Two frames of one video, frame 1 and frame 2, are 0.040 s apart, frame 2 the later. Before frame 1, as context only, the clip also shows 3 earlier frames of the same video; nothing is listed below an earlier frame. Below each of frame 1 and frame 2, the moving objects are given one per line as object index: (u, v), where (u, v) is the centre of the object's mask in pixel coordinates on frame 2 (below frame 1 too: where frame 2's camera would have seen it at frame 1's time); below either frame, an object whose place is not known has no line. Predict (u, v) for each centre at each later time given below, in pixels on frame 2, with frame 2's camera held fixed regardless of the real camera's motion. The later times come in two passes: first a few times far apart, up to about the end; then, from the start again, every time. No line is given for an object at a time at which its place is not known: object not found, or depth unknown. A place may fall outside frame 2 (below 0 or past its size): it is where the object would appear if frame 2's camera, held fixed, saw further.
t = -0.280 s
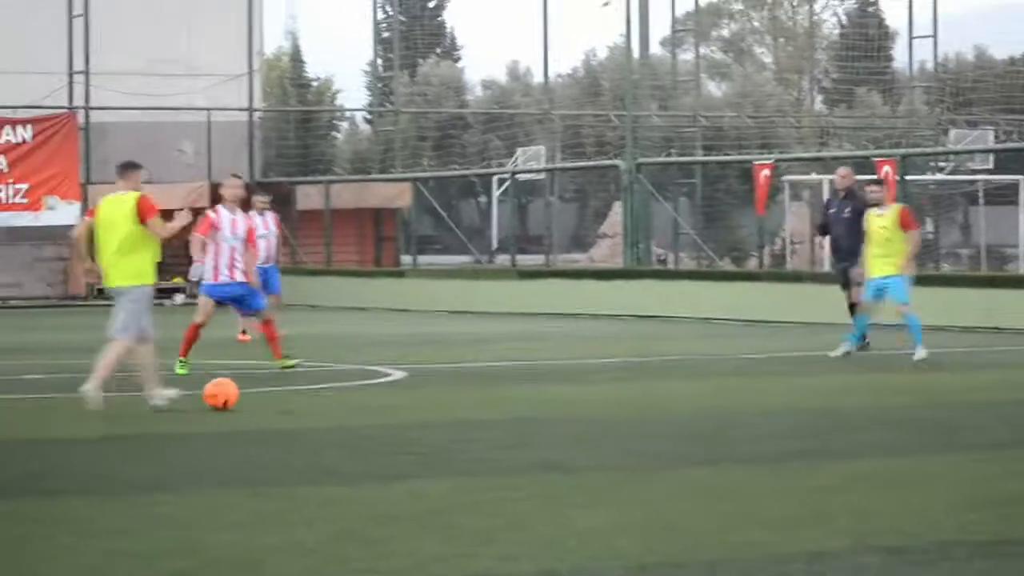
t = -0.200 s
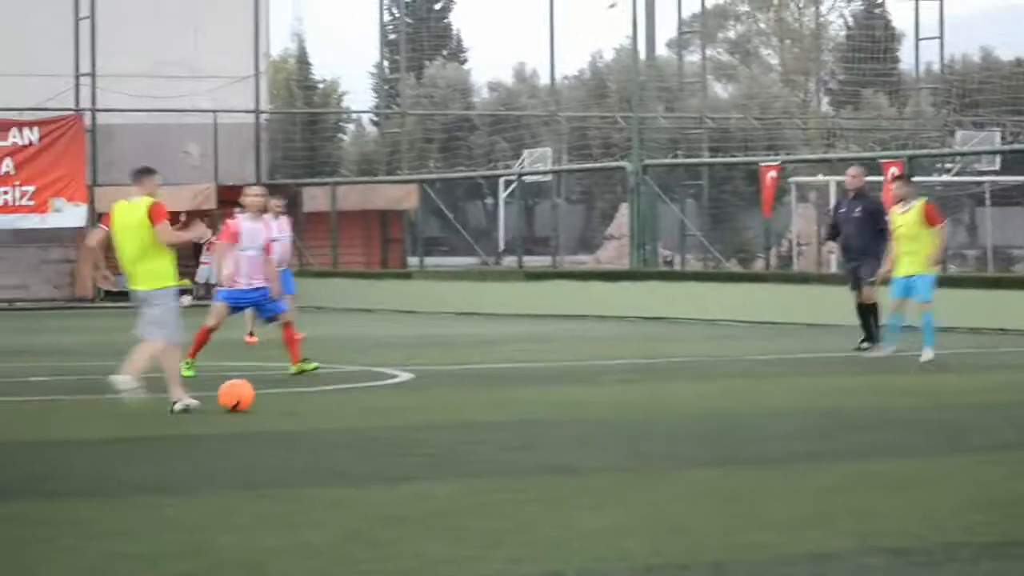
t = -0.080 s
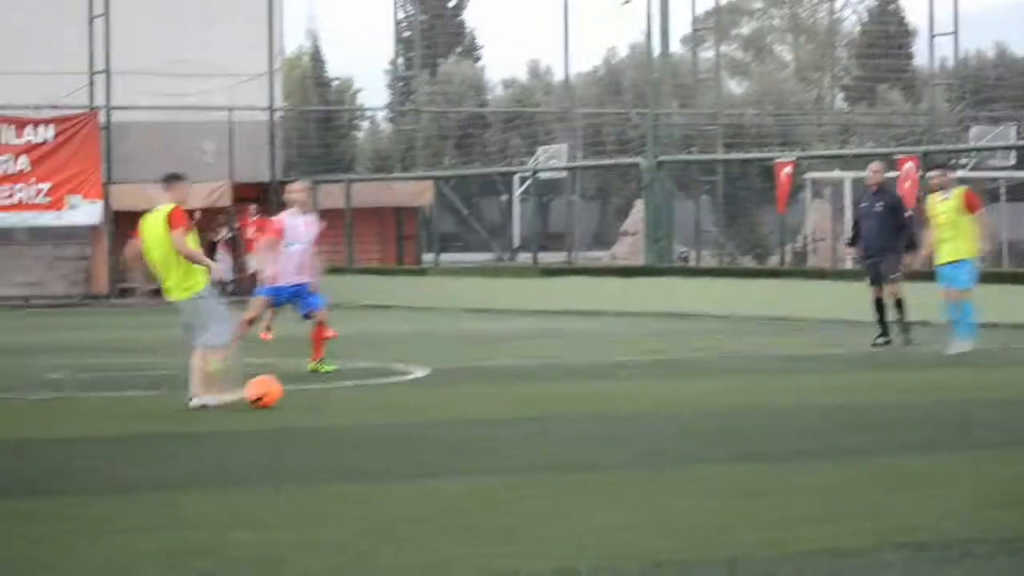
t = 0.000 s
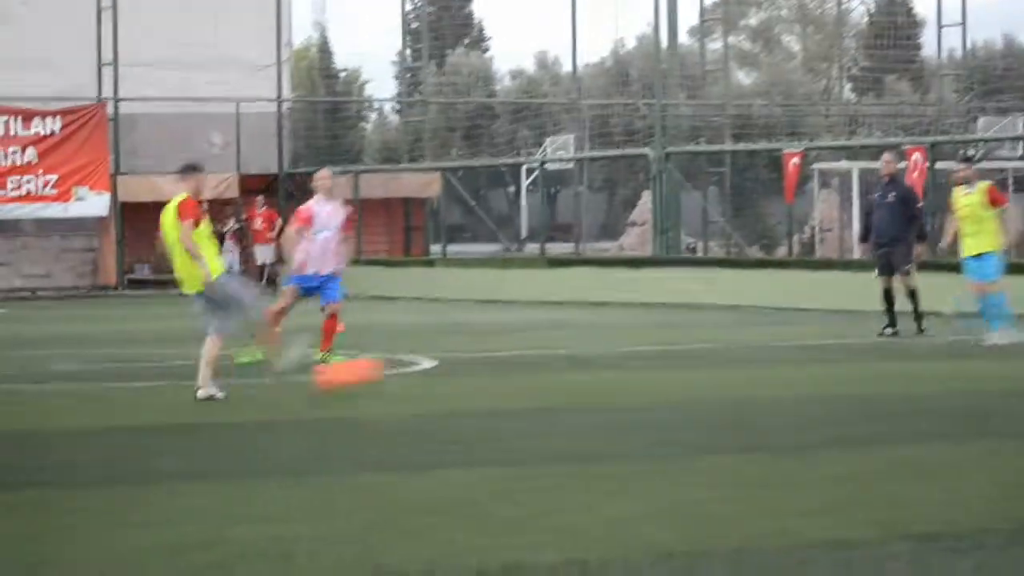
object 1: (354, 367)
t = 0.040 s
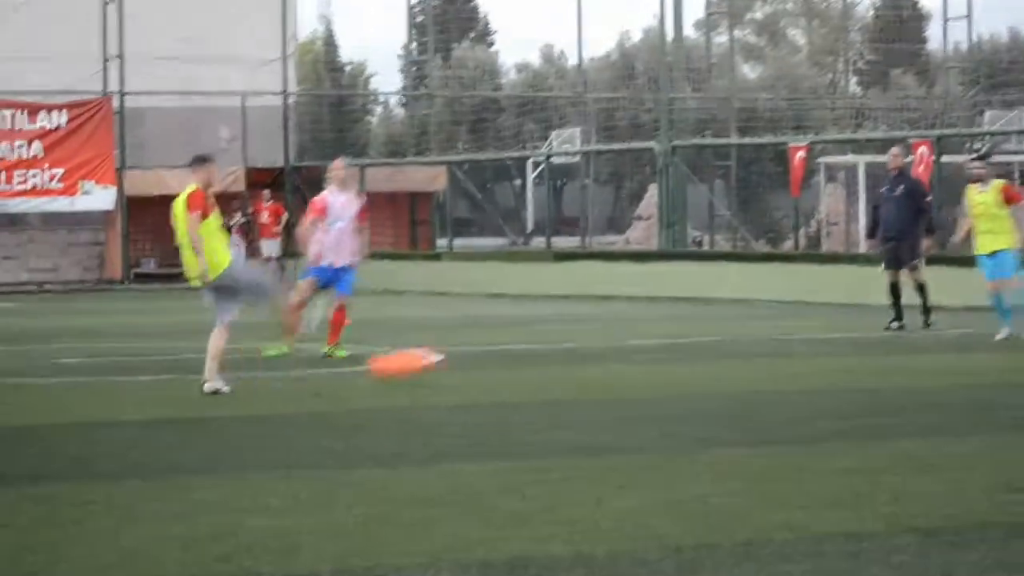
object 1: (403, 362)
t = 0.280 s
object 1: (672, 355)
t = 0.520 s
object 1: (876, 346)
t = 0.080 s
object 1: (457, 363)
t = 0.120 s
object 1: (505, 363)
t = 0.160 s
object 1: (549, 359)
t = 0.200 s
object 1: (592, 357)
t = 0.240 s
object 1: (634, 356)
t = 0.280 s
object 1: (672, 355)
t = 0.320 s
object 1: (710, 353)
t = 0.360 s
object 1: (746, 351)
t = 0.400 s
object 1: (781, 351)
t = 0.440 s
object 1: (812, 348)
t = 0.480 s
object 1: (845, 347)
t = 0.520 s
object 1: (876, 346)
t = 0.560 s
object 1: (906, 343)
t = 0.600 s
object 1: (934, 341)
